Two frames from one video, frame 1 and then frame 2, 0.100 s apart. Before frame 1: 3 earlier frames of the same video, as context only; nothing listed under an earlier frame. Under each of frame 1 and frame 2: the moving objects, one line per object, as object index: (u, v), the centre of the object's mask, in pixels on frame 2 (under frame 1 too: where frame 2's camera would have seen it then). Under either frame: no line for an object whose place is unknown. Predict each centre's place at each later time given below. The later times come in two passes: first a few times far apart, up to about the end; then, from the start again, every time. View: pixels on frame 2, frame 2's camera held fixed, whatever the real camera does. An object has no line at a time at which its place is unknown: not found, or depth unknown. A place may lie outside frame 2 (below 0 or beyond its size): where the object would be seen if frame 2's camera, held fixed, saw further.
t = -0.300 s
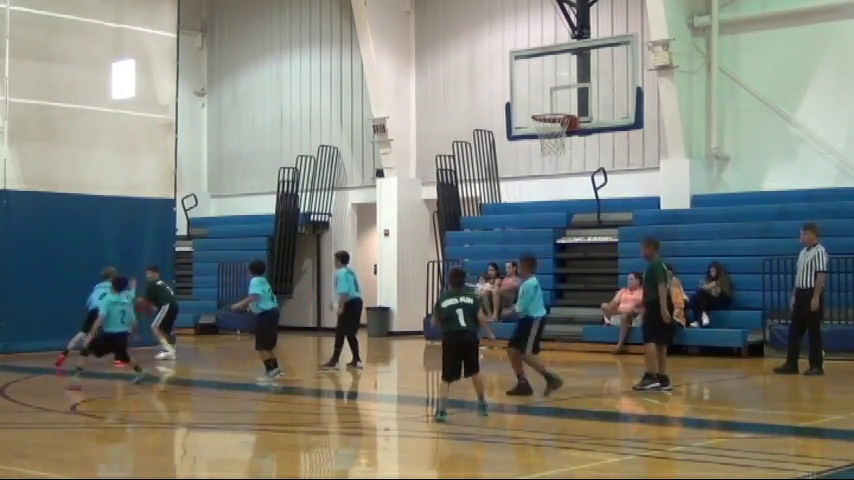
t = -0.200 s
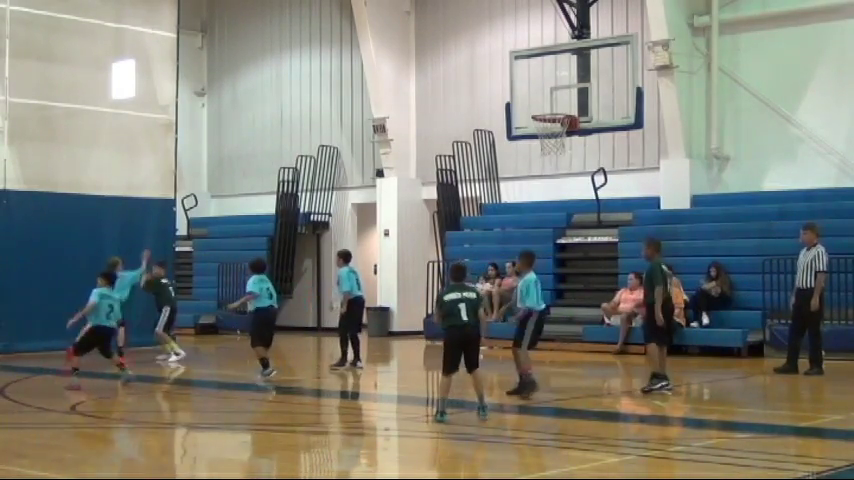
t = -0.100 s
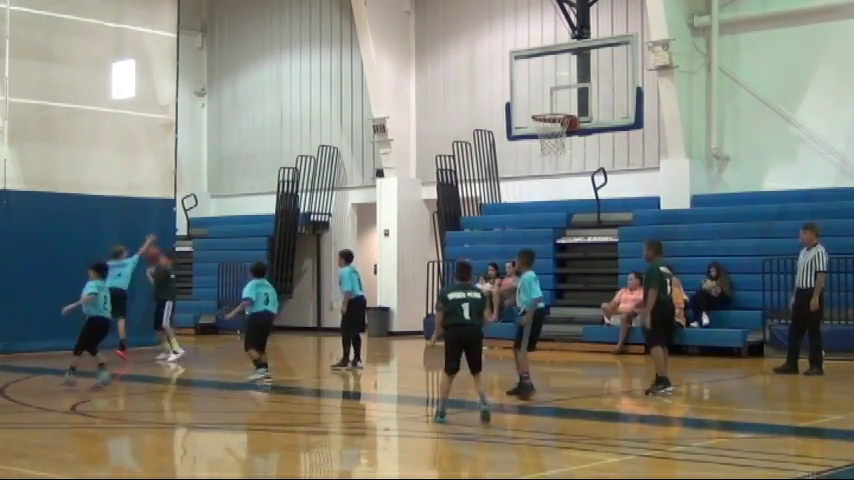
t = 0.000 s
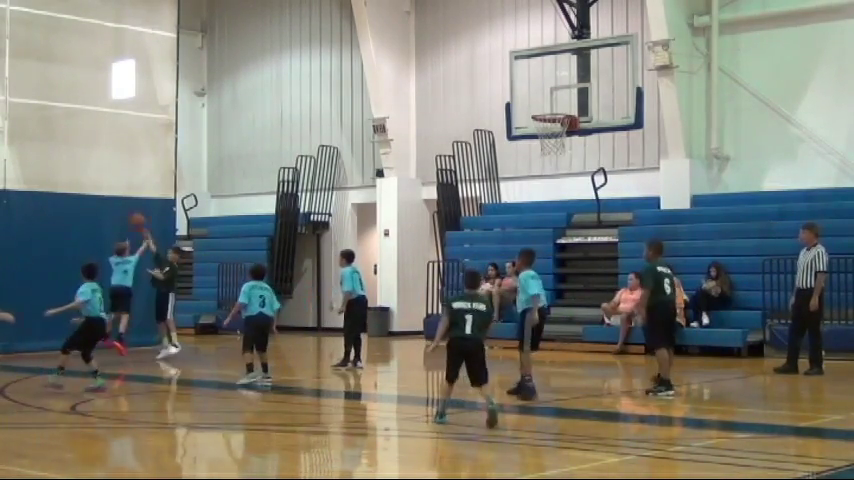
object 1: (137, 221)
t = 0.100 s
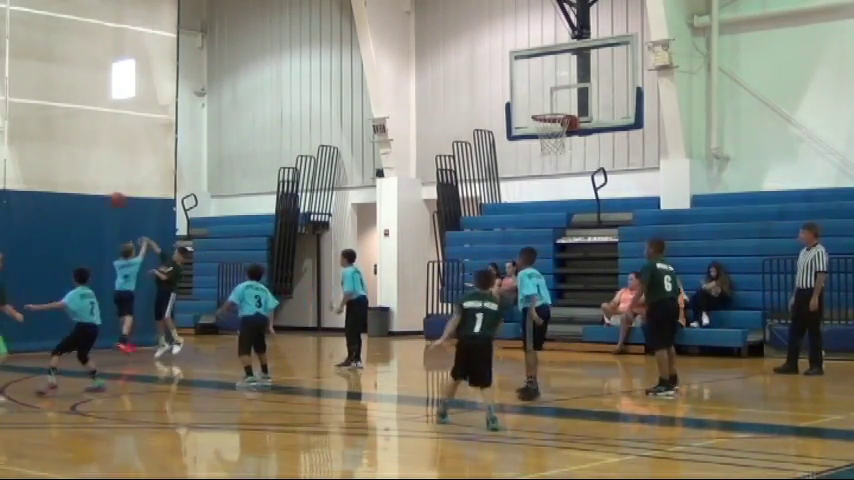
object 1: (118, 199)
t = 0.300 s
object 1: (75, 174)
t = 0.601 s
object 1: (7, 190)
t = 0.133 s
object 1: (110, 193)
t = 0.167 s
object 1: (103, 188)
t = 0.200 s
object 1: (96, 184)
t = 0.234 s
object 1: (89, 180)
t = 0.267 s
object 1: (82, 177)
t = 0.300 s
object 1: (75, 174)
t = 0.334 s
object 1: (68, 173)
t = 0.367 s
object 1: (60, 172)
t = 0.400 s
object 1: (53, 172)
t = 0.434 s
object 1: (46, 173)
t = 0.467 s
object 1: (38, 174)
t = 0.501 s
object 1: (30, 177)
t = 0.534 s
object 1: (23, 180)
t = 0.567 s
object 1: (15, 185)
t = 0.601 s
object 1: (7, 190)
